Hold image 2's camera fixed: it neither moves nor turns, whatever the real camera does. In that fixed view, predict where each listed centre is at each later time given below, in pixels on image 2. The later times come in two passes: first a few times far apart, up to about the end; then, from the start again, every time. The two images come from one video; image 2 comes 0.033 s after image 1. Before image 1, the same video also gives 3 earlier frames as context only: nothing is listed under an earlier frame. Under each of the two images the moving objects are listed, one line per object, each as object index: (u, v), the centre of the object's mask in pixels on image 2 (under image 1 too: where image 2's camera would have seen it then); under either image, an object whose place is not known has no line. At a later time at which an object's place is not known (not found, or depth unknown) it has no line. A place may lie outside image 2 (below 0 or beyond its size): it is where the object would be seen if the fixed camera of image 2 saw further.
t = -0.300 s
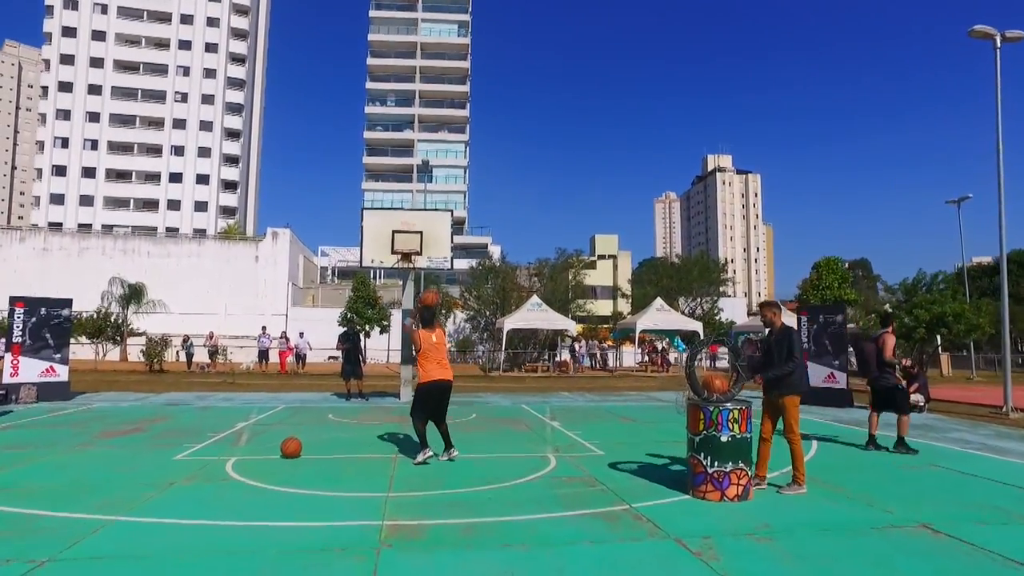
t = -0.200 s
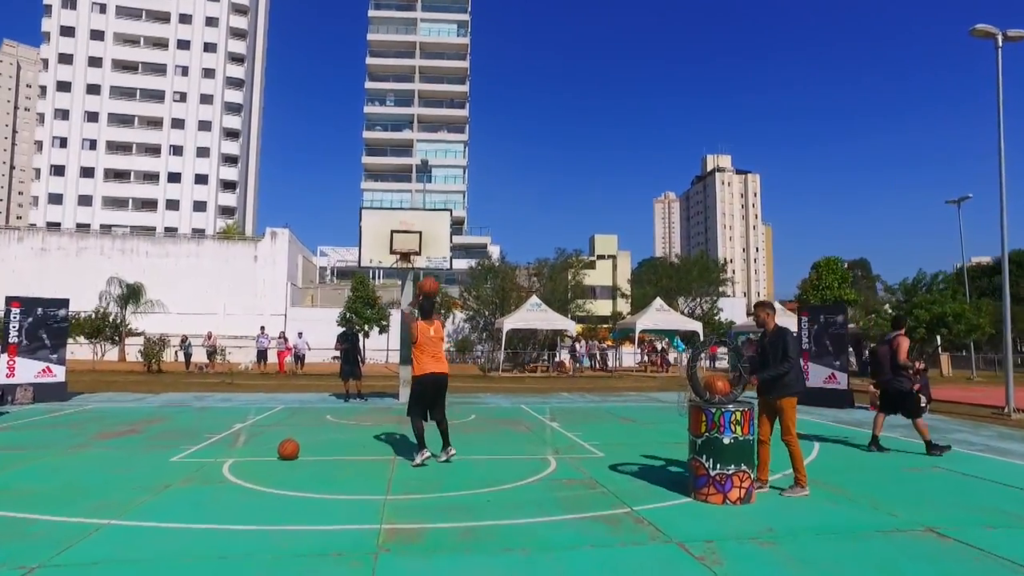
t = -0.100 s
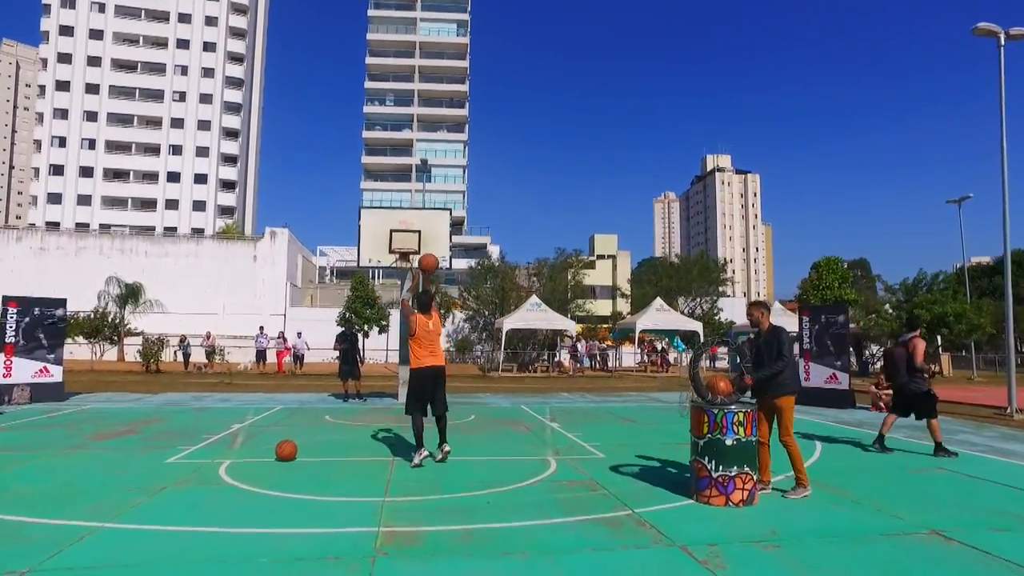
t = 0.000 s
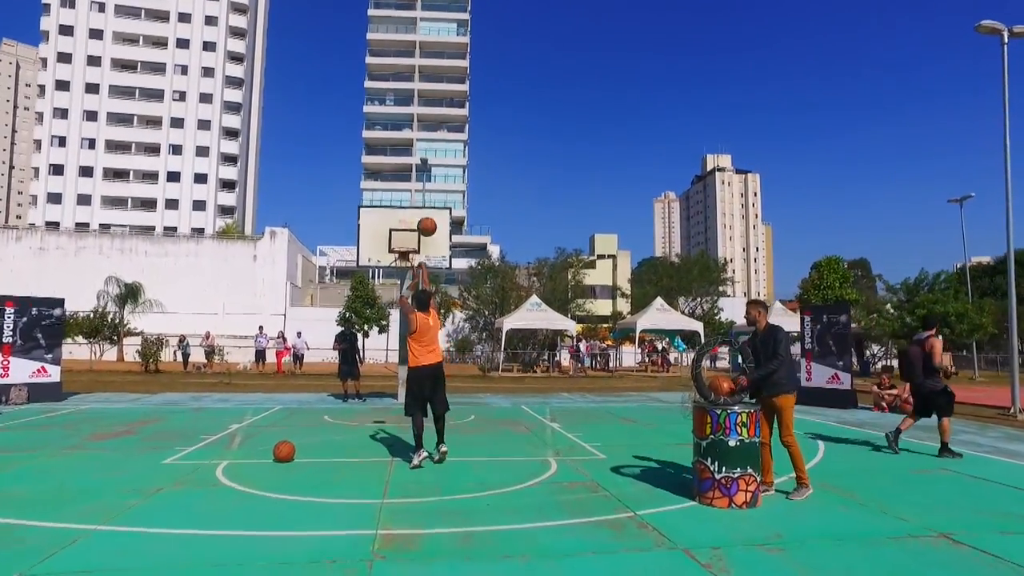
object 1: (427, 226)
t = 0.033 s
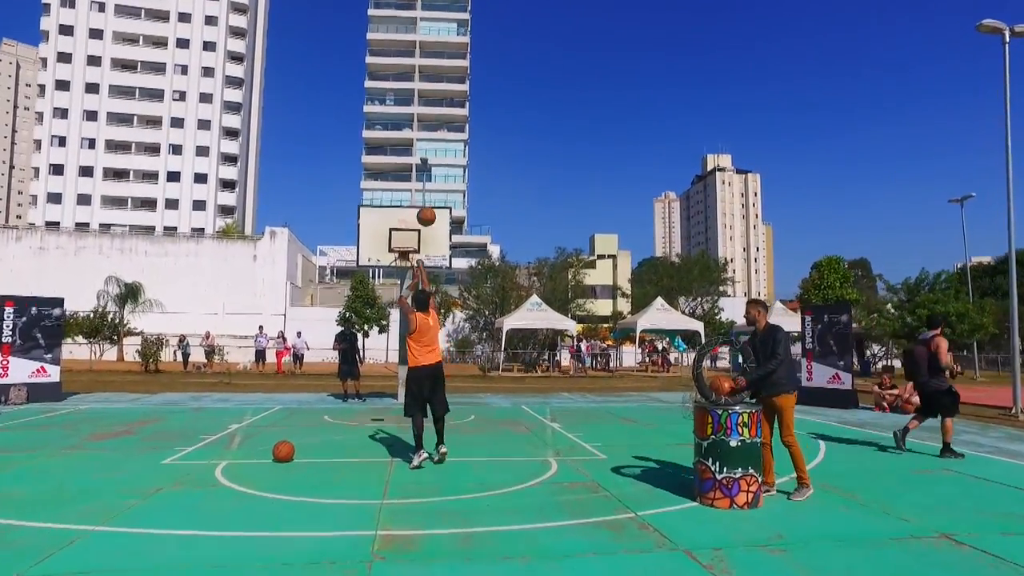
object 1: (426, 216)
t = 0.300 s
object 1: (421, 178)
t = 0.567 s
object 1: (417, 190)
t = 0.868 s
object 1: (413, 242)
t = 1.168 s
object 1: (406, 214)
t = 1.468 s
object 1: (395, 231)
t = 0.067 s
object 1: (425, 208)
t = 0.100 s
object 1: (425, 201)
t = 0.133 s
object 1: (424, 194)
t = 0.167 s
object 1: (423, 188)
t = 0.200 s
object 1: (423, 185)
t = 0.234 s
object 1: (422, 182)
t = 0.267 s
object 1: (422, 180)
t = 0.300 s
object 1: (421, 178)
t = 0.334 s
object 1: (420, 177)
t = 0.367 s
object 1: (420, 177)
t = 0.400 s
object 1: (419, 178)
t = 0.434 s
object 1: (419, 179)
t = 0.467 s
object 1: (419, 181)
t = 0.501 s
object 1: (418, 183)
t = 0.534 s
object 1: (417, 187)
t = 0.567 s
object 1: (417, 190)
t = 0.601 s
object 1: (417, 194)
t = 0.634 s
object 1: (416, 199)
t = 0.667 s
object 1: (416, 204)
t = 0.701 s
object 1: (415, 210)
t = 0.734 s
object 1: (415, 216)
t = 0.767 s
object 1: (414, 223)
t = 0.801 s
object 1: (414, 230)
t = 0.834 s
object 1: (413, 237)
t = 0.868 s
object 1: (413, 242)
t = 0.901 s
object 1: (412, 240)
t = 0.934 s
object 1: (412, 231)
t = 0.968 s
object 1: (411, 227)
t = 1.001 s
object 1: (410, 224)
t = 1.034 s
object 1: (409, 221)
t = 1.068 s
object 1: (408, 218)
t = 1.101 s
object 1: (407, 216)
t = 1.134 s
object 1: (407, 214)
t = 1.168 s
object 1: (406, 214)
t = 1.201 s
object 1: (404, 213)
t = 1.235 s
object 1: (404, 213)
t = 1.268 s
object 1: (402, 214)
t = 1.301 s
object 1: (402, 215)
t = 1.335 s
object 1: (400, 217)
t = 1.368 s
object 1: (399, 219)
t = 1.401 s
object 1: (398, 222)
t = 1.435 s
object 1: (396, 226)
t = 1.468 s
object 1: (395, 231)
